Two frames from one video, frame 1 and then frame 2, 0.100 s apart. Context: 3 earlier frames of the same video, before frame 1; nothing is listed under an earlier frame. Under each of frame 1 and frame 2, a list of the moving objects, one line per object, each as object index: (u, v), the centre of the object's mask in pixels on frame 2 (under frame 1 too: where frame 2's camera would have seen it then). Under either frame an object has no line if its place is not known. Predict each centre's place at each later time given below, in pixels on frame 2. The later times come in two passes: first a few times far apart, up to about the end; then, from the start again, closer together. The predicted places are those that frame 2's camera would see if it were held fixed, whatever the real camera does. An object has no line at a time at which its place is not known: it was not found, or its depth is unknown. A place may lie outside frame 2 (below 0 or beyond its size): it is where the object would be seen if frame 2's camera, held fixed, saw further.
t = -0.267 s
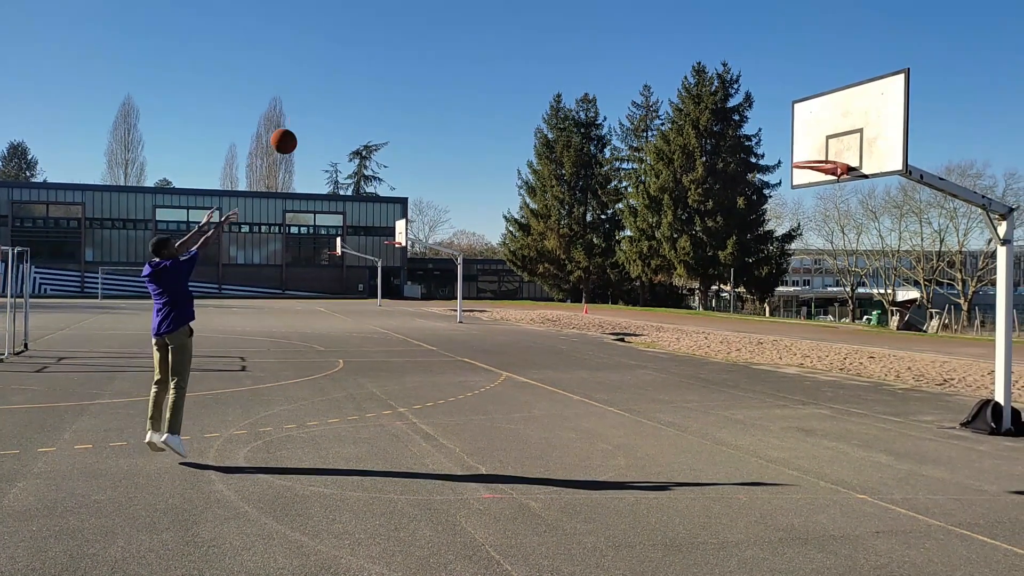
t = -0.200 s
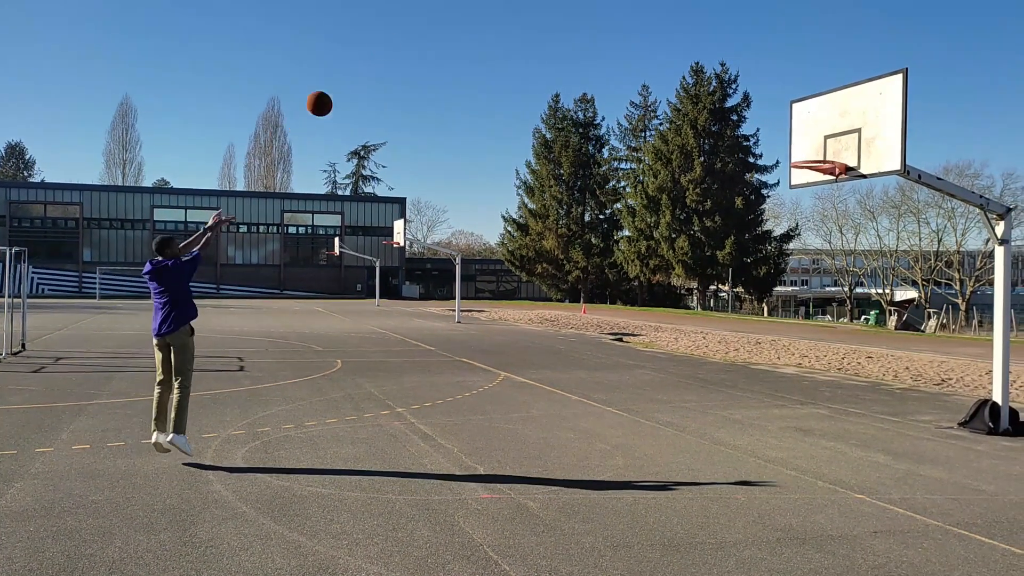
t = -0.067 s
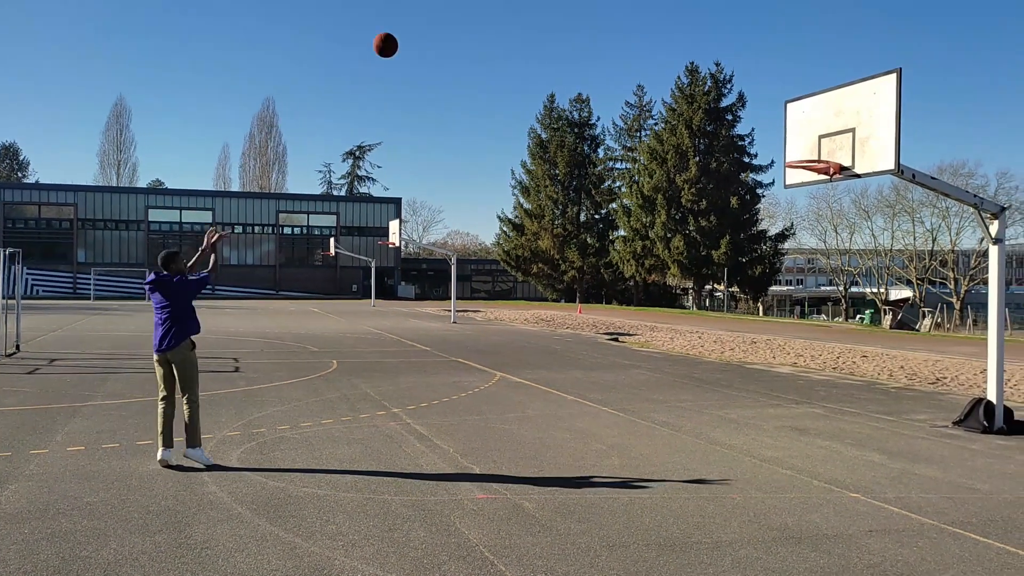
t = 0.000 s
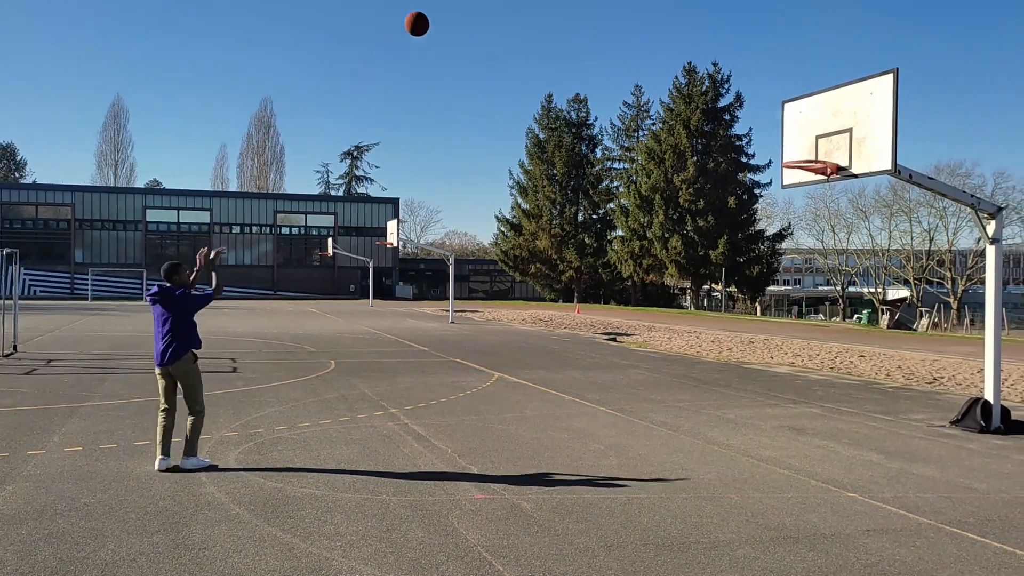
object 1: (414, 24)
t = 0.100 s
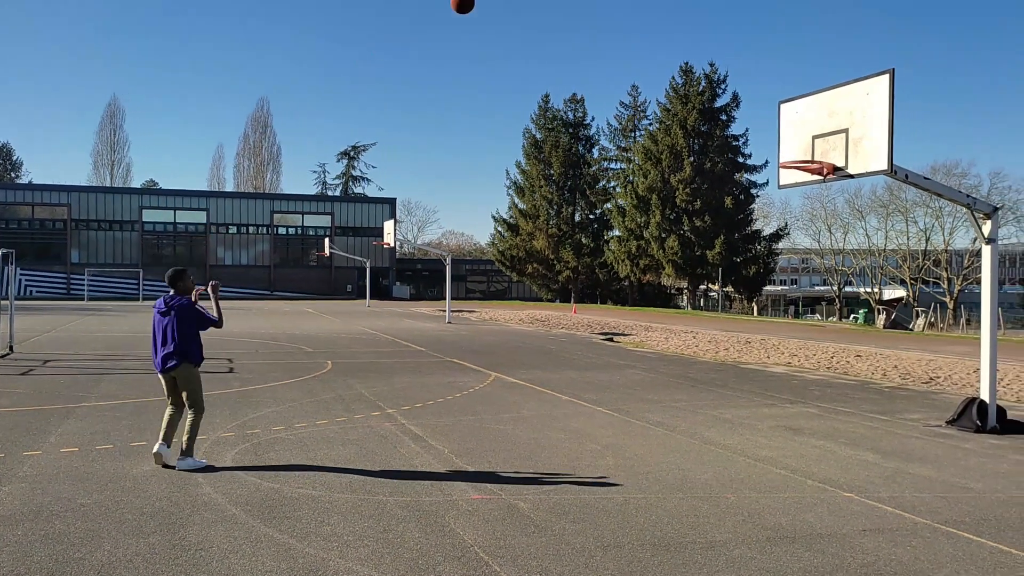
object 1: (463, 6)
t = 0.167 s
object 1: (494, 2)
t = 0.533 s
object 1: (648, 21)
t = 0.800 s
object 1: (743, 109)
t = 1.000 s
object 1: (765, 193)
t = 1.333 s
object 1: (670, 368)
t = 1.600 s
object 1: (594, 329)
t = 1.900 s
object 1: (503, 228)
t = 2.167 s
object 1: (419, 205)
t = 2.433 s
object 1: (328, 251)
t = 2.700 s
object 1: (232, 378)
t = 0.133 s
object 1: (479, 4)
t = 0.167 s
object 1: (494, 2)
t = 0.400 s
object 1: (596, 3)
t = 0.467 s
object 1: (623, 7)
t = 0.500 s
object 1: (635, 14)
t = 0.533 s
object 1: (648, 21)
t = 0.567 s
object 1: (661, 29)
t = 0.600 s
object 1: (673, 38)
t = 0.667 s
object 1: (698, 58)
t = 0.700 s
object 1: (709, 70)
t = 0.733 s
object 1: (720, 82)
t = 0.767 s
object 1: (732, 96)
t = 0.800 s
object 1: (743, 109)
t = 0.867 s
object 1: (766, 139)
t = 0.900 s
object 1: (776, 155)
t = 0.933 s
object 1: (784, 172)
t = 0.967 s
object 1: (775, 182)
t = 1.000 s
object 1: (765, 193)
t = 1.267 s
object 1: (687, 325)
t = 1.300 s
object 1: (679, 346)
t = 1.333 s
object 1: (670, 368)
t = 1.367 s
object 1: (661, 392)
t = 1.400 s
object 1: (652, 417)
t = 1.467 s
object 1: (633, 396)
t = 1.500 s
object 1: (624, 378)
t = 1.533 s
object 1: (614, 361)
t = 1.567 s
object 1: (604, 344)
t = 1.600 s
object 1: (594, 329)
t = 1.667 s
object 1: (574, 300)
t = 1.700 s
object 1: (563, 287)
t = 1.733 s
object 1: (553, 275)
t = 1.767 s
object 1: (544, 264)
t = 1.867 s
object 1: (513, 236)
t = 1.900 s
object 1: (503, 228)
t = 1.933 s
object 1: (493, 222)
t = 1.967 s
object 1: (483, 217)
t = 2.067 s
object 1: (452, 206)
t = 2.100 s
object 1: (441, 204)
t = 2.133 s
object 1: (430, 204)
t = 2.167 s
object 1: (419, 205)
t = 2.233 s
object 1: (397, 210)
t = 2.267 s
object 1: (385, 213)
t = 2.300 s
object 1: (374, 219)
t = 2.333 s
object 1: (363, 225)
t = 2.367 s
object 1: (351, 232)
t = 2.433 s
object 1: (328, 251)
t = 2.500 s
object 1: (305, 275)
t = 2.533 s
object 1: (294, 289)
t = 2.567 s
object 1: (282, 305)
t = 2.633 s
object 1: (257, 339)
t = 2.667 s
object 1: (244, 358)
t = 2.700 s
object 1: (232, 378)
